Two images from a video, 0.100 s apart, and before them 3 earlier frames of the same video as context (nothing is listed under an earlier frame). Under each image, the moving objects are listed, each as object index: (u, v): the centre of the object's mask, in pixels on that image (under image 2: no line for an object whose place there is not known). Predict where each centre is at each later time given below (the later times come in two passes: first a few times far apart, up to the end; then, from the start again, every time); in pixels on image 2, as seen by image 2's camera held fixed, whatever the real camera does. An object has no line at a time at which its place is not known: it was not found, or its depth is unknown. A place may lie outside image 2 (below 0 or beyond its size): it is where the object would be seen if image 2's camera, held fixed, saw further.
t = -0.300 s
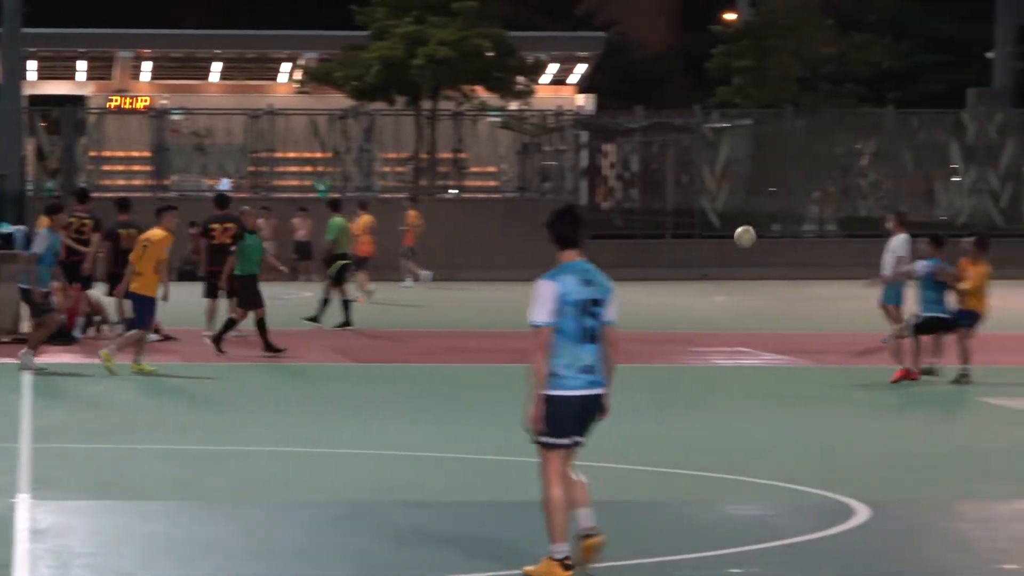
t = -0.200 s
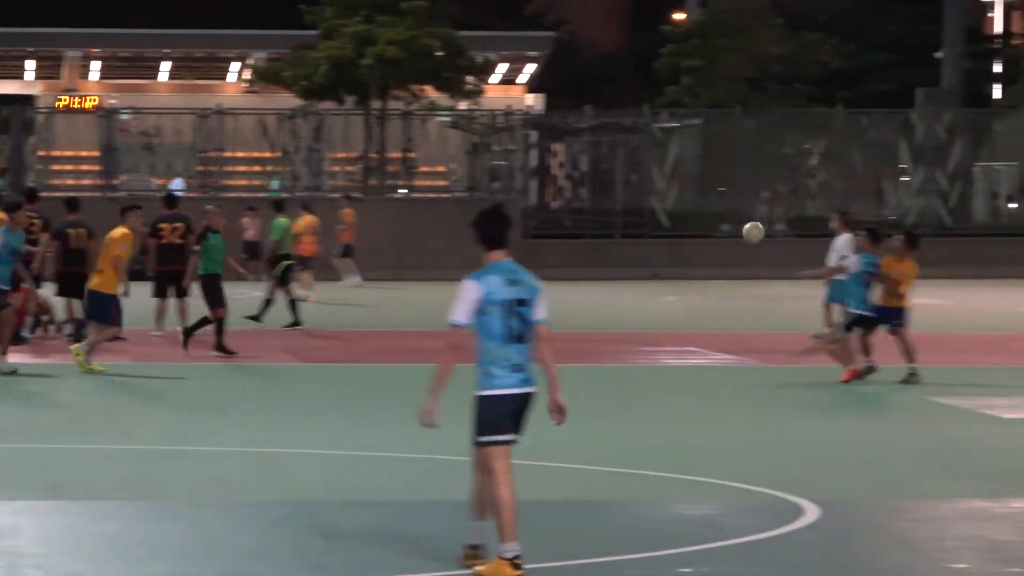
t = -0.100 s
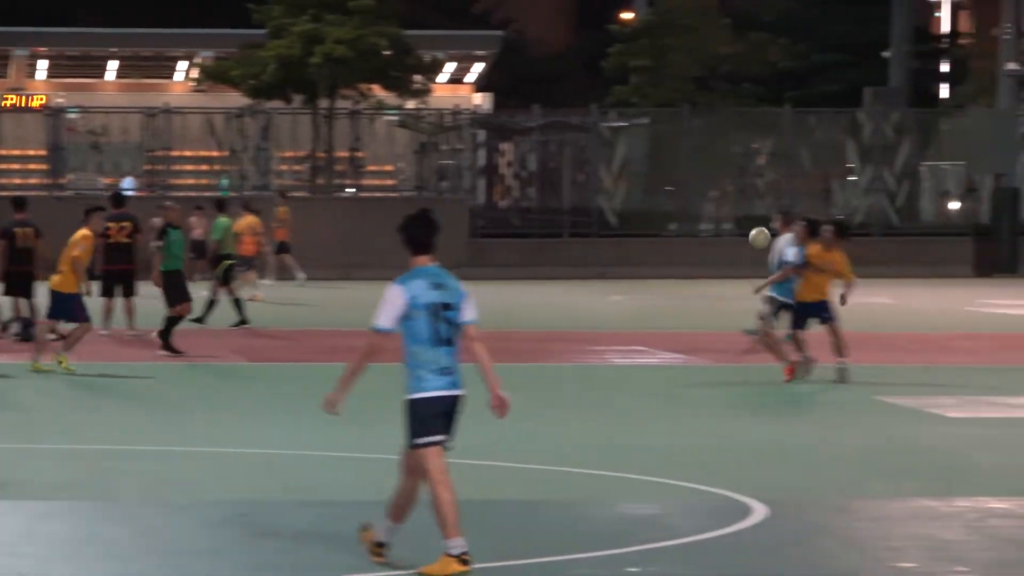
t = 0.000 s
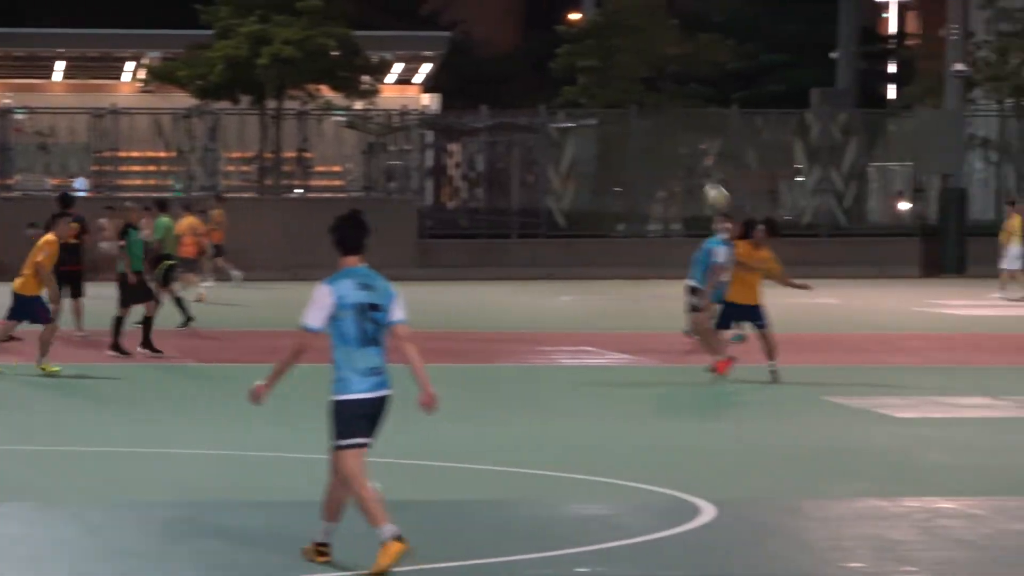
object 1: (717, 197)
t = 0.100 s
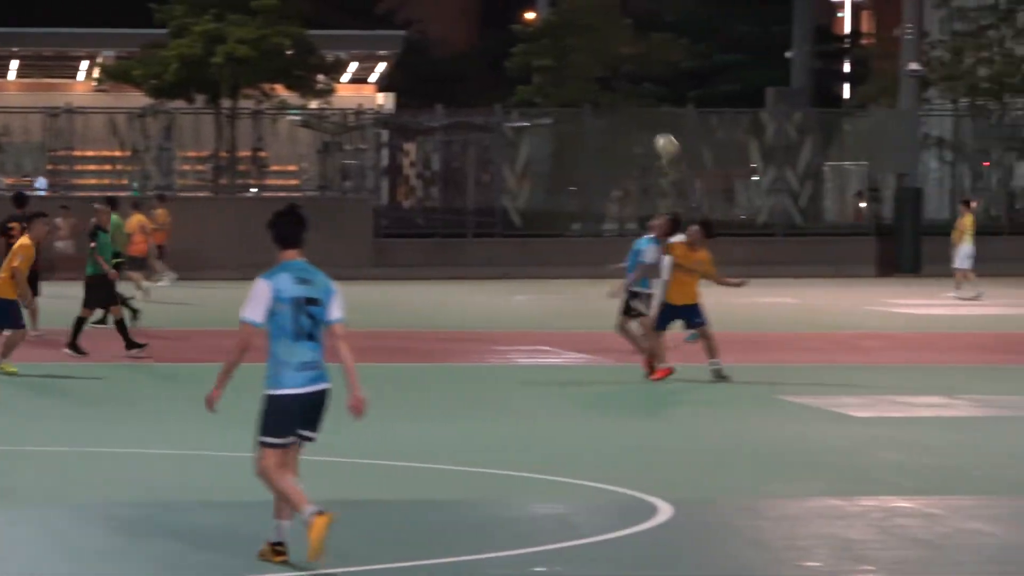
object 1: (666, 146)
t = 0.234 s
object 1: (658, 94)
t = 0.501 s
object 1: (643, 46)
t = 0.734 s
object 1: (630, 60)
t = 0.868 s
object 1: (623, 94)
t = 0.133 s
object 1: (664, 131)
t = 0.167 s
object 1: (662, 117)
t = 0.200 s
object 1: (660, 105)
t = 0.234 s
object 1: (658, 94)
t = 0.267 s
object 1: (656, 85)
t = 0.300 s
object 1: (654, 75)
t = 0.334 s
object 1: (653, 68)
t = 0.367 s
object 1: (651, 61)
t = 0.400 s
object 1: (649, 56)
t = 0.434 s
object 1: (647, 51)
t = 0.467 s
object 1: (645, 48)
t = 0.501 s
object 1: (643, 46)
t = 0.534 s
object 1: (641, 44)
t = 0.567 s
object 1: (640, 44)
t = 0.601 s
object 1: (638, 45)
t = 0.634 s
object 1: (636, 48)
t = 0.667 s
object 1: (634, 51)
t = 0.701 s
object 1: (632, 55)
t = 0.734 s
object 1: (630, 60)
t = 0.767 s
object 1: (629, 68)
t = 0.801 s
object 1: (626, 76)
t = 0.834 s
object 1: (624, 84)
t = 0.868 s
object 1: (623, 94)
